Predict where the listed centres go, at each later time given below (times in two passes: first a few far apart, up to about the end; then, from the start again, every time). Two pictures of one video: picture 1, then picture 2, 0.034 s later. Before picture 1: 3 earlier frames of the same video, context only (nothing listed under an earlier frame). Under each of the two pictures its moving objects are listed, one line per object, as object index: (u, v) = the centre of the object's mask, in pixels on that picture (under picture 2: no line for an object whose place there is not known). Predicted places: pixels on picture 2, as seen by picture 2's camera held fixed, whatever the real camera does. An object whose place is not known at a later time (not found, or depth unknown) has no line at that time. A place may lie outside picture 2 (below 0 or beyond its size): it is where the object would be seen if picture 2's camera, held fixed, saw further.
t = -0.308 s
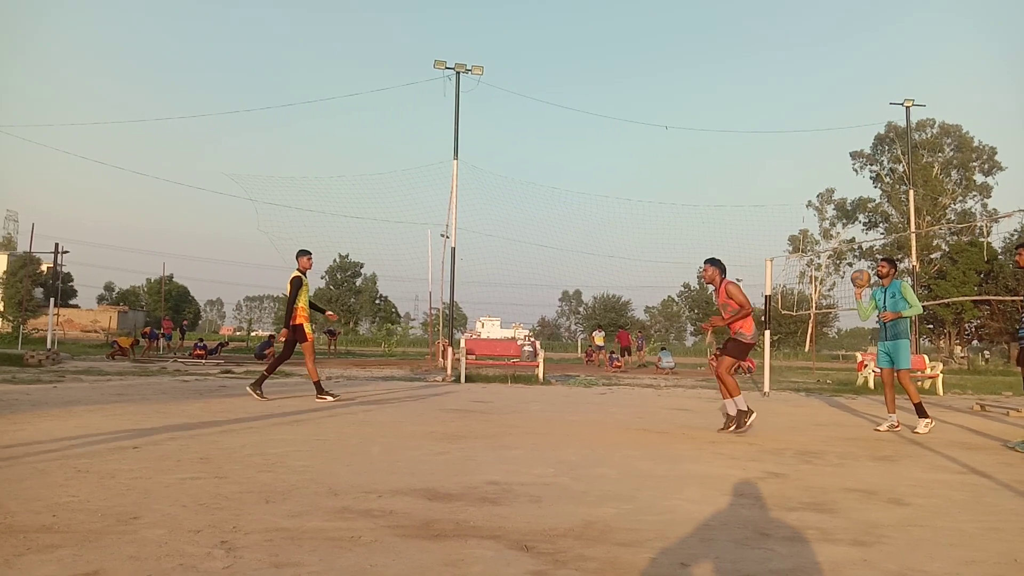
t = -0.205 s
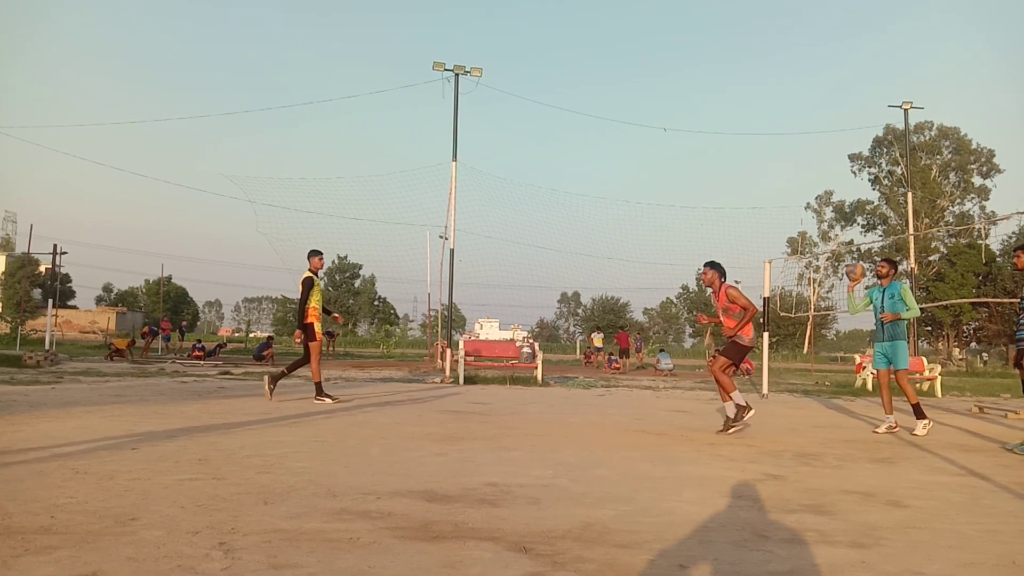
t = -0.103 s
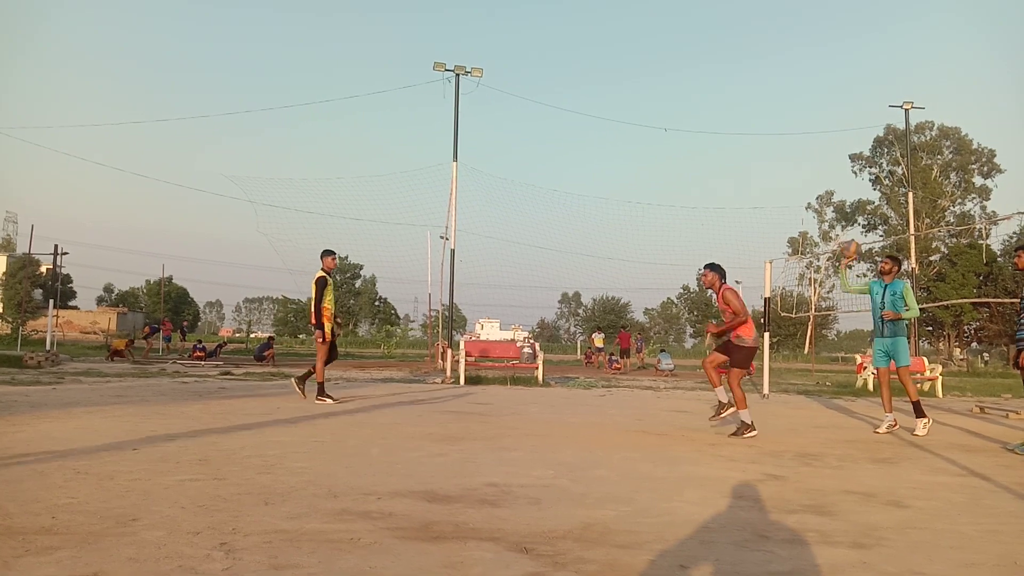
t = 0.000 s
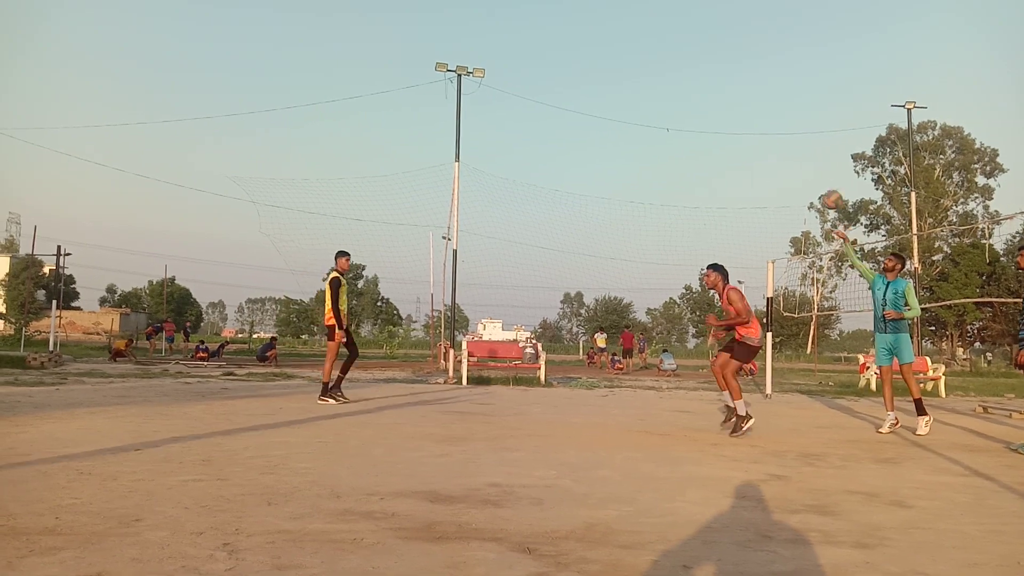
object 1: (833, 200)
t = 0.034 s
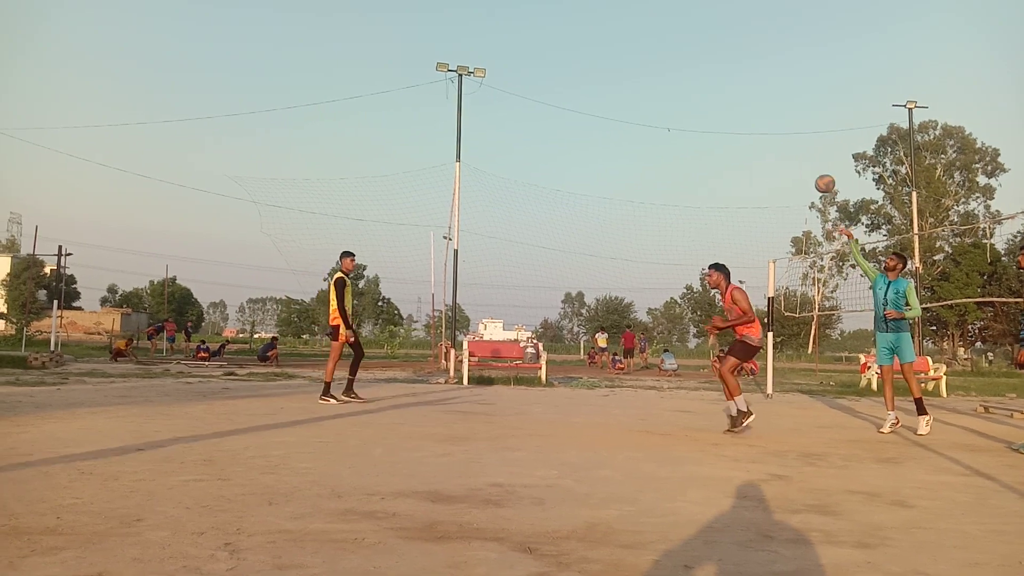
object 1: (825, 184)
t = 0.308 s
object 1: (754, 89)
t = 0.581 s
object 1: (676, 57)
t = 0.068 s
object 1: (816, 169)
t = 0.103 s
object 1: (807, 154)
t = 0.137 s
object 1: (798, 141)
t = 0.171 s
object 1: (790, 129)
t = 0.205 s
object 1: (780, 117)
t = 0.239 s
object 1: (772, 107)
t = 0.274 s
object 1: (763, 97)
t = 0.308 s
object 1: (754, 89)
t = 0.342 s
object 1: (744, 81)
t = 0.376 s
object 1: (735, 75)
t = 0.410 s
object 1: (726, 69)
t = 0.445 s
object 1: (716, 64)
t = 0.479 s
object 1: (707, 61)
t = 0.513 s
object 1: (697, 58)
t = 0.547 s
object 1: (687, 57)
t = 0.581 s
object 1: (676, 57)
